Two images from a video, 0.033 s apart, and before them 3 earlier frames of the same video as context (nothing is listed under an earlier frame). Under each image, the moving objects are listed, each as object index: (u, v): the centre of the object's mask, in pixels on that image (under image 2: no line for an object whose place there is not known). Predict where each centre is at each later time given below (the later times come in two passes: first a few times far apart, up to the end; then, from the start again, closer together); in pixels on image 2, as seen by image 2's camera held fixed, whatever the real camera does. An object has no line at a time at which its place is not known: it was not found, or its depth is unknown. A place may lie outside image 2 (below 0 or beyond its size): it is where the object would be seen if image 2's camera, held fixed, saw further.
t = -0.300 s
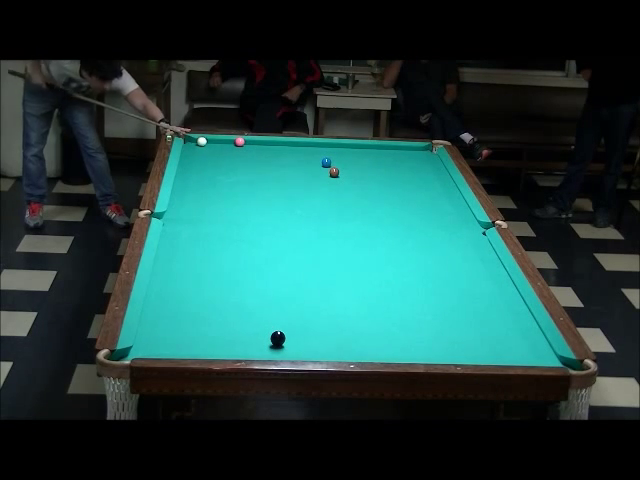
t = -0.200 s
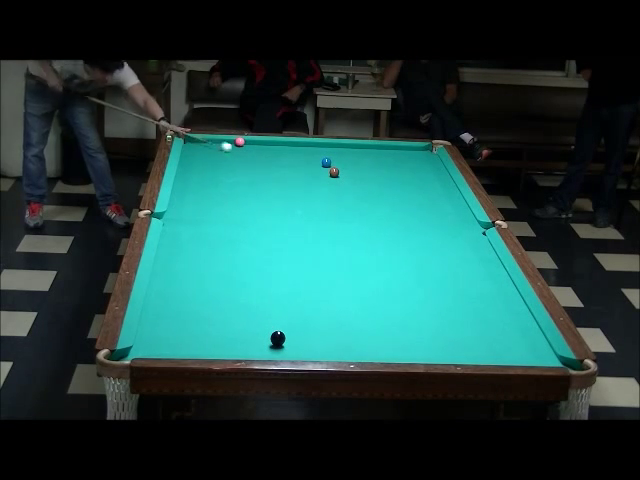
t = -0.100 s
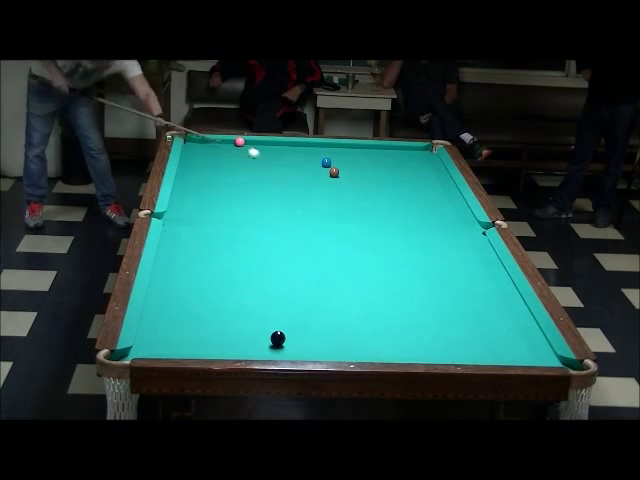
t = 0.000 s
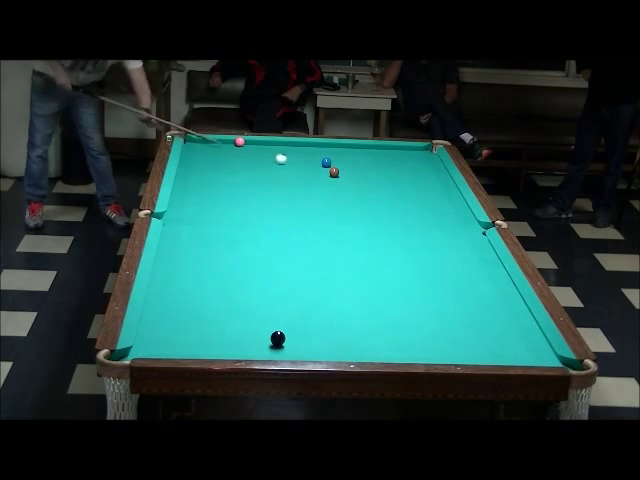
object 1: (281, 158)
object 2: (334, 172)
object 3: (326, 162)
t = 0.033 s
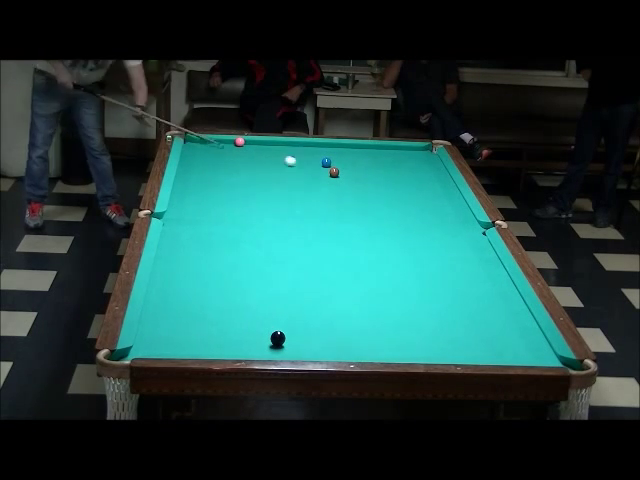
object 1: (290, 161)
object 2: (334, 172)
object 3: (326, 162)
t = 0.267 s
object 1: (341, 169)
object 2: (349, 179)
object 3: (326, 162)
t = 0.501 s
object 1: (377, 169)
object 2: (378, 192)
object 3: (326, 162)
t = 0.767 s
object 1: (415, 171)
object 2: (411, 207)
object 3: (326, 162)
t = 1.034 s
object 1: (438, 172)
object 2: (445, 222)
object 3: (326, 162)
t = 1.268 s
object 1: (415, 170)
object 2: (476, 236)
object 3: (326, 162)
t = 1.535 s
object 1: (391, 168)
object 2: (475, 248)
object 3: (326, 162)
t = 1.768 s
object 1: (371, 167)
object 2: (467, 257)
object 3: (326, 162)
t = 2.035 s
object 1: (351, 165)
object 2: (458, 268)
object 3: (326, 162)
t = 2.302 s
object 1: (333, 164)
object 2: (449, 278)
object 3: (325, 162)
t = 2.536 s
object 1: (324, 165)
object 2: (442, 288)
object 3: (319, 159)
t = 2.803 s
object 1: (316, 166)
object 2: (433, 298)
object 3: (315, 158)
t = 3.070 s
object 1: (309, 166)
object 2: (425, 308)
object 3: (312, 157)
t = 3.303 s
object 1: (304, 167)
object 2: (418, 316)
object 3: (309, 157)
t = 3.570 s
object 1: (300, 167)
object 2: (410, 325)
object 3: (309, 156)
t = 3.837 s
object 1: (298, 167)
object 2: (404, 334)
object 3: (308, 157)
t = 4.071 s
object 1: (297, 167)
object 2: (398, 341)
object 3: (308, 156)
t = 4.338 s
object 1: (297, 167)
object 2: (392, 348)
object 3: (308, 157)
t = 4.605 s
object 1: (297, 167)
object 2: (386, 352)
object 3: (308, 157)
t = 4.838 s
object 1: (297, 167)
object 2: (381, 354)
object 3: (308, 156)
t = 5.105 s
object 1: (297, 167)
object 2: (377, 352)
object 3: (308, 156)
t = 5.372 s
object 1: (297, 167)
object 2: (375, 351)
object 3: (308, 156)
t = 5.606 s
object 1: (297, 167)
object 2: (372, 351)
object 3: (308, 157)
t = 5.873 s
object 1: (297, 167)
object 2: (371, 351)
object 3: (308, 157)
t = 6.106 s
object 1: (297, 167)
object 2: (371, 351)
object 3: (308, 157)
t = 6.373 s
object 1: (297, 167)
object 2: (371, 351)
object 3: (308, 157)
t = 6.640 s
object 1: (297, 167)
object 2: (371, 351)
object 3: (308, 156)
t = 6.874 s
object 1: (297, 167)
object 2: (371, 351)
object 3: (308, 157)
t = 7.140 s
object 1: (297, 167)
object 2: (371, 351)
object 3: (308, 156)
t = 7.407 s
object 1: (297, 167)
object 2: (371, 351)
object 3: (308, 156)
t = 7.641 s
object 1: (297, 167)
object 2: (370, 351)
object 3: (308, 157)
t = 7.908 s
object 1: (297, 167)
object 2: (370, 351)
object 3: (308, 157)
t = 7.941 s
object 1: (297, 167)
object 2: (370, 351)
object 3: (308, 157)
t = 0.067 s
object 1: (299, 163)
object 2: (334, 172)
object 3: (326, 162)
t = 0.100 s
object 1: (309, 165)
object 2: (334, 172)
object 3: (326, 162)
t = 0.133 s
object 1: (318, 167)
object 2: (334, 172)
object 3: (326, 161)
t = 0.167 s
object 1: (326, 169)
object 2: (334, 172)
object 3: (326, 161)
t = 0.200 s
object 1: (332, 169)
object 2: (339, 174)
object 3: (326, 161)
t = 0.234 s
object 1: (336, 169)
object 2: (344, 177)
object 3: (326, 162)
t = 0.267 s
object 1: (341, 169)
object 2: (349, 179)
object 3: (326, 162)
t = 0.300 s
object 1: (346, 169)
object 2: (353, 181)
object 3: (326, 162)
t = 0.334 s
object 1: (351, 169)
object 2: (357, 183)
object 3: (326, 162)
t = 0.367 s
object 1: (356, 169)
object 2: (362, 185)
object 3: (326, 162)
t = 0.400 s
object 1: (361, 169)
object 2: (366, 187)
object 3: (326, 162)
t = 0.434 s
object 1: (367, 169)
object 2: (370, 188)
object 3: (326, 162)
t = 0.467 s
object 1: (372, 169)
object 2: (374, 190)
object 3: (326, 162)
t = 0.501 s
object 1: (377, 169)
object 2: (378, 192)
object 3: (326, 162)
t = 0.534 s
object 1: (381, 170)
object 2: (382, 193)
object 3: (326, 162)
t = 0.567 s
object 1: (386, 170)
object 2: (386, 196)
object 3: (326, 162)
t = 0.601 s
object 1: (391, 170)
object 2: (390, 198)
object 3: (326, 162)
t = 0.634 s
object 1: (396, 170)
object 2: (394, 200)
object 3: (326, 162)
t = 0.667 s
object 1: (401, 171)
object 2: (398, 201)
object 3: (326, 162)
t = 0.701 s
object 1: (406, 171)
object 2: (403, 203)
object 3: (326, 162)
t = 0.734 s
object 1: (410, 171)
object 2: (407, 205)
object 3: (326, 162)
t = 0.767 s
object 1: (415, 171)
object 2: (411, 207)
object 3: (326, 162)
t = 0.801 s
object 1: (420, 171)
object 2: (415, 209)
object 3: (326, 162)
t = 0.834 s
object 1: (424, 171)
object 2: (419, 211)
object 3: (326, 162)
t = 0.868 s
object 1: (429, 172)
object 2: (423, 212)
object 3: (326, 162)
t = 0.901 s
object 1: (434, 172)
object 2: (428, 214)
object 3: (326, 162)
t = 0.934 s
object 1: (438, 172)
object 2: (432, 216)
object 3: (326, 162)
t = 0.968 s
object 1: (443, 172)
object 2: (437, 219)
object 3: (326, 162)
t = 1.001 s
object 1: (441, 172)
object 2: (441, 221)
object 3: (326, 162)
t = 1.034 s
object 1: (438, 172)
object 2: (445, 222)
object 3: (326, 162)
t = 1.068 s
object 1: (434, 171)
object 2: (449, 224)
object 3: (326, 162)
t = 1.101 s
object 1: (431, 171)
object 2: (454, 226)
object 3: (326, 162)
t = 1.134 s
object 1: (428, 171)
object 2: (458, 228)
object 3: (326, 162)
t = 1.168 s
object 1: (425, 171)
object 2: (462, 230)
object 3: (326, 162)
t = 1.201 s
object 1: (422, 170)
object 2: (467, 232)
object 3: (326, 162)
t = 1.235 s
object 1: (419, 170)
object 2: (472, 234)
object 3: (326, 162)
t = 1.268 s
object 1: (415, 170)
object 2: (476, 236)
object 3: (326, 162)
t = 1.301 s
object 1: (412, 170)
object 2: (480, 238)
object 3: (326, 162)
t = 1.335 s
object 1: (409, 170)
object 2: (482, 239)
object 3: (326, 162)
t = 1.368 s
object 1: (406, 169)
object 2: (480, 240)
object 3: (326, 162)
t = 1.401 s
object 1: (403, 169)
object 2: (479, 242)
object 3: (326, 162)
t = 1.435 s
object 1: (400, 169)
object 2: (478, 244)
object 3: (326, 162)
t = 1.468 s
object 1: (397, 169)
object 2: (477, 245)
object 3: (326, 162)
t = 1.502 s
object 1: (394, 169)
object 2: (476, 246)
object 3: (326, 162)
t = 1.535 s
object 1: (391, 168)
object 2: (475, 248)
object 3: (326, 162)
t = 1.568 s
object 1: (388, 168)
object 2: (473, 249)
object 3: (326, 162)
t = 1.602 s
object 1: (385, 168)
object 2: (472, 250)
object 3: (326, 162)
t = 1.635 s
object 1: (383, 168)
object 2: (471, 252)
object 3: (326, 162)
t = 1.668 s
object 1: (380, 167)
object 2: (470, 253)
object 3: (326, 162)
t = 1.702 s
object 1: (377, 167)
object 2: (469, 254)
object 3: (326, 162)
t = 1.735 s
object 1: (374, 167)
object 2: (468, 256)
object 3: (326, 162)
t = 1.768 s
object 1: (371, 167)
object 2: (467, 257)
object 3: (326, 162)
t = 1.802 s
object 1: (369, 167)
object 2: (466, 258)
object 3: (326, 162)
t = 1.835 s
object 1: (366, 167)
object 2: (465, 260)
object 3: (326, 162)
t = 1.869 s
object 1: (364, 166)
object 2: (463, 261)
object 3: (326, 162)
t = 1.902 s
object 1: (361, 166)
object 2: (462, 262)
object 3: (326, 162)
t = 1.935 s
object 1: (358, 166)
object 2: (461, 264)
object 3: (326, 162)
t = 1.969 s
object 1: (356, 166)
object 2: (460, 265)
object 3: (326, 162)
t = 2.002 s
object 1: (353, 166)
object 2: (459, 266)
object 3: (326, 162)
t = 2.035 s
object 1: (351, 165)
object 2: (458, 268)
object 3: (326, 162)
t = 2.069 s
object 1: (348, 165)
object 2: (457, 269)
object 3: (326, 162)
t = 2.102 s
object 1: (346, 165)
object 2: (456, 270)
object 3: (326, 162)
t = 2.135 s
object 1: (344, 165)
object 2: (455, 272)
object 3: (326, 162)
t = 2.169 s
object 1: (341, 165)
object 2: (453, 273)
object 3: (326, 162)
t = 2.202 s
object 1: (339, 165)
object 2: (452, 275)
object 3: (326, 162)
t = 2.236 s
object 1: (337, 164)
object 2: (451, 276)
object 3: (326, 162)
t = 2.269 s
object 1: (334, 164)
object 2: (450, 277)
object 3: (325, 162)
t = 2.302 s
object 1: (333, 164)
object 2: (449, 278)
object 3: (325, 162)
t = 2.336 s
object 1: (331, 165)
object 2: (448, 280)
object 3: (324, 161)
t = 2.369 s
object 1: (330, 165)
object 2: (447, 281)
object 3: (323, 161)
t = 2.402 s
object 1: (328, 164)
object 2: (446, 283)
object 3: (322, 161)
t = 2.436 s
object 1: (328, 165)
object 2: (445, 284)
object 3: (321, 160)
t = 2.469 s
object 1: (326, 165)
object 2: (444, 285)
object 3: (320, 160)
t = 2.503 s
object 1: (325, 165)
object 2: (443, 286)
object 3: (320, 160)
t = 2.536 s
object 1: (324, 165)
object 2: (442, 288)
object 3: (319, 159)
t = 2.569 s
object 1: (323, 165)
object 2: (441, 289)
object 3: (318, 159)
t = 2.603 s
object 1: (322, 165)
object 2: (440, 290)
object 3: (318, 159)
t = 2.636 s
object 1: (320, 165)
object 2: (439, 291)
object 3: (317, 159)
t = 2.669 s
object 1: (320, 165)
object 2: (437, 293)
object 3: (317, 158)
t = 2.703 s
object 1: (319, 166)
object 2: (436, 294)
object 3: (316, 158)
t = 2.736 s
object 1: (318, 166)
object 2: (435, 295)
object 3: (316, 158)
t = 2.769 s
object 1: (317, 166)
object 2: (434, 297)
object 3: (315, 158)
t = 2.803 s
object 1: (316, 166)
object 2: (433, 298)
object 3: (315, 158)
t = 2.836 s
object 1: (315, 166)
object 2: (432, 299)
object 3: (314, 157)
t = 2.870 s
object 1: (314, 166)
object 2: (431, 301)
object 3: (314, 157)
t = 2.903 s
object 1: (313, 166)
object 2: (430, 302)
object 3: (314, 157)
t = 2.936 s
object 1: (312, 166)
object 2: (429, 303)
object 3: (313, 157)
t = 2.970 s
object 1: (311, 166)
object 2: (428, 304)
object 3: (313, 157)
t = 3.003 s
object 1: (310, 166)
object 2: (427, 305)
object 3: (312, 157)
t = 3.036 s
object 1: (310, 166)
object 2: (426, 306)
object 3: (312, 157)
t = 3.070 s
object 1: (309, 166)
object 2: (425, 308)
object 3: (312, 157)
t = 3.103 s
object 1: (308, 167)
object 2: (424, 309)
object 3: (311, 157)
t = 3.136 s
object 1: (307, 166)
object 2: (423, 310)
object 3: (311, 157)
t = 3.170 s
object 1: (307, 167)
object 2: (422, 311)
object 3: (310, 157)
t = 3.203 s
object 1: (306, 167)
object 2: (421, 313)
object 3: (310, 157)
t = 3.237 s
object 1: (305, 167)
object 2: (420, 314)
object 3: (310, 157)
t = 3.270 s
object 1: (305, 167)
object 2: (419, 315)
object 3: (310, 157)
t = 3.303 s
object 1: (304, 167)
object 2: (418, 316)
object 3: (309, 157)
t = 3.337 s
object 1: (303, 167)
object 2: (417, 317)
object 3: (309, 157)
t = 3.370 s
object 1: (303, 167)
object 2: (416, 318)
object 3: (309, 157)
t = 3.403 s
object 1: (302, 167)
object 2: (415, 320)
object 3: (309, 157)
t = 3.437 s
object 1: (302, 167)
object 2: (414, 321)
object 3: (309, 157)
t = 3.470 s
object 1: (301, 167)
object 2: (413, 322)
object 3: (309, 157)
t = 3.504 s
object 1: (301, 167)
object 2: (412, 323)
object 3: (309, 157)
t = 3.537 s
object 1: (300, 167)
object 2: (411, 324)
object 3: (309, 157)
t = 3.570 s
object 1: (300, 167)
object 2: (410, 325)
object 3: (309, 156)
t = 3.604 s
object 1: (300, 167)
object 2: (409, 327)
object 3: (308, 157)
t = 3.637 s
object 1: (299, 167)
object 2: (409, 327)
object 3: (308, 156)
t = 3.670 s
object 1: (299, 167)
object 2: (408, 329)
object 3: (308, 156)
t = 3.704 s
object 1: (299, 167)
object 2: (407, 330)
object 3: (308, 157)
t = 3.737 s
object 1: (298, 167)
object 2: (406, 331)
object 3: (308, 156)
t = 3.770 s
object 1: (298, 167)
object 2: (405, 332)
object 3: (308, 156)
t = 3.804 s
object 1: (298, 167)
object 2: (404, 333)
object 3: (308, 156)
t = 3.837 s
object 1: (298, 167)
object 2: (404, 334)
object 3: (308, 157)
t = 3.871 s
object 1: (298, 167)
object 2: (403, 335)
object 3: (308, 156)
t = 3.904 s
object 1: (298, 167)
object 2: (402, 336)
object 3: (308, 157)
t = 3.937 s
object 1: (297, 167)
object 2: (401, 337)
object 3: (308, 157)
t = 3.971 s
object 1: (297, 167)
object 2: (400, 338)
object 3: (308, 156)
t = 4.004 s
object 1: (297, 167)
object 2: (400, 339)
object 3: (308, 157)
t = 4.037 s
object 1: (297, 167)
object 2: (399, 340)
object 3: (308, 156)
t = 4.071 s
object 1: (297, 167)
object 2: (398, 341)
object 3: (308, 156)
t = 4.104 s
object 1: (297, 167)
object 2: (397, 342)
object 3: (308, 156)
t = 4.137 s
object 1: (297, 167)
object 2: (396, 343)
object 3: (308, 156)
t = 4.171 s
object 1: (297, 167)
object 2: (395, 344)
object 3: (308, 156)
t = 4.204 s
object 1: (297, 167)
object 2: (394, 344)
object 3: (308, 156)
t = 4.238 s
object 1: (297, 167)
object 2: (394, 345)
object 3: (308, 156)
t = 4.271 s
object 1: (297, 167)
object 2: (393, 346)
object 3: (308, 157)
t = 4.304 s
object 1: (297, 167)
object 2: (392, 347)
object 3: (308, 157)
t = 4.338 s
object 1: (297, 167)
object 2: (392, 348)
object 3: (308, 157)
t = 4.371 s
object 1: (297, 167)
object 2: (391, 348)
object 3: (308, 156)
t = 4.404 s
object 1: (297, 167)
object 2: (390, 349)
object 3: (308, 157)
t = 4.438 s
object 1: (297, 167)
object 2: (390, 349)
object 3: (308, 156)
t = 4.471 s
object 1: (297, 167)
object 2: (389, 350)
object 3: (308, 156)
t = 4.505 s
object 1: (297, 167)
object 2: (388, 351)
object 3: (308, 156)
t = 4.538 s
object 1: (297, 167)
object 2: (387, 351)
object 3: (308, 157)
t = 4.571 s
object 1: (297, 167)
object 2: (387, 351)
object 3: (308, 156)
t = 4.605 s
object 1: (297, 167)
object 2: (386, 352)
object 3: (308, 157)
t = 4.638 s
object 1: (297, 167)
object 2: (385, 352)
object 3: (308, 156)
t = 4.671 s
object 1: (297, 167)
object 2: (385, 352)
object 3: (308, 157)
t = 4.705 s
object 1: (297, 167)
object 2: (384, 353)
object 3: (308, 157)
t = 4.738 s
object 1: (297, 167)
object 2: (383, 353)
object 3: (308, 156)
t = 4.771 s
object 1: (297, 167)
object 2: (383, 353)
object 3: (308, 156)
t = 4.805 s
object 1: (297, 167)
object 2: (382, 354)
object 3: (308, 156)
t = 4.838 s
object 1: (297, 167)
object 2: (381, 354)
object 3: (308, 156)
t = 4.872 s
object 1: (297, 167)
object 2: (381, 354)
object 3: (308, 156)
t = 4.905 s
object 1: (297, 167)
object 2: (380, 354)
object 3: (308, 157)
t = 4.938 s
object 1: (297, 167)
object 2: (380, 353)
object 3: (308, 157)
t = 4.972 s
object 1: (297, 167)
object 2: (379, 353)
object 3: (308, 157)
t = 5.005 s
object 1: (297, 167)
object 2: (379, 353)
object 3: (308, 156)
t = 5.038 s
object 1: (297, 167)
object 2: (378, 353)
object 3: (308, 156)
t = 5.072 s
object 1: (297, 167)
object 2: (378, 353)
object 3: (308, 157)
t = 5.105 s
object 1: (297, 167)
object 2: (377, 352)
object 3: (308, 156)
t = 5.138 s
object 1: (297, 167)
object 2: (377, 352)
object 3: (308, 156)
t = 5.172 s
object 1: (297, 167)
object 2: (377, 352)
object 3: (308, 156)
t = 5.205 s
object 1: (297, 167)
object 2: (376, 352)
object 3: (308, 157)
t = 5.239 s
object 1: (297, 167)
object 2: (376, 352)
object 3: (308, 156)
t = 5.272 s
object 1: (297, 167)
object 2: (376, 352)
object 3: (308, 157)
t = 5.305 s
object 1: (297, 167)
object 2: (375, 352)
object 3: (308, 157)
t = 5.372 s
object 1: (297, 167)
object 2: (375, 351)
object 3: (308, 156)
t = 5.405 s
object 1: (297, 167)
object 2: (374, 351)
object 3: (308, 156)
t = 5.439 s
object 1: (297, 167)
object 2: (374, 351)
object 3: (308, 156)
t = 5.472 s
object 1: (297, 167)
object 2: (374, 351)
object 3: (308, 157)
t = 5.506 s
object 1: (297, 167)
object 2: (374, 351)
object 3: (308, 157)
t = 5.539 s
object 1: (297, 167)
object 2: (373, 351)
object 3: (308, 156)
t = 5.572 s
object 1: (297, 167)
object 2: (373, 351)
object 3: (308, 156)
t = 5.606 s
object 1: (297, 167)
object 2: (372, 351)
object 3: (308, 157)
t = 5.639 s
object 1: (297, 167)
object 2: (372, 351)
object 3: (308, 156)
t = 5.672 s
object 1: (297, 167)
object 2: (372, 351)
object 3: (308, 156)
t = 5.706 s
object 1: (297, 167)
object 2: (372, 351)
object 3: (308, 157)
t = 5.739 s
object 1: (297, 167)
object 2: (371, 351)
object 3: (308, 157)
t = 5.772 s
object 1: (297, 167)
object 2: (371, 351)
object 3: (308, 156)
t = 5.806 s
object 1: (297, 167)
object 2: (371, 351)
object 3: (308, 157)
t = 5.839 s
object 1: (297, 167)
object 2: (371, 351)
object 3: (308, 156)
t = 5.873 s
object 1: (297, 167)
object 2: (371, 351)
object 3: (308, 157)
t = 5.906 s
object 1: (297, 167)
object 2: (371, 351)
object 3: (308, 156)
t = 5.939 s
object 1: (297, 167)
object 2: (371, 351)
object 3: (308, 156)
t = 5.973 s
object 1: (297, 167)
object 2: (371, 351)
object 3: (308, 156)
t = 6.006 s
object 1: (297, 167)
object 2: (371, 351)
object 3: (308, 157)
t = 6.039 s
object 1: (297, 167)
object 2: (371, 351)
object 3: (308, 157)
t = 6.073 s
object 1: (297, 167)
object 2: (371, 351)
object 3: (308, 157)
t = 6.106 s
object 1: (297, 167)
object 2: (371, 351)
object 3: (308, 157)
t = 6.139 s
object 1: (297, 167)
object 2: (371, 351)
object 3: (308, 157)
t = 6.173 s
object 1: (297, 167)
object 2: (371, 351)
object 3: (308, 157)
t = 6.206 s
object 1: (297, 167)
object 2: (371, 351)
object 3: (308, 156)
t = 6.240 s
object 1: (297, 167)
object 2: (371, 351)
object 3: (308, 157)
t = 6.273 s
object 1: (297, 167)
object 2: (371, 351)
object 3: (308, 156)
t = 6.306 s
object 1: (297, 167)
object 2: (371, 351)
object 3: (308, 156)
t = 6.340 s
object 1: (297, 167)
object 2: (371, 351)
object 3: (308, 157)
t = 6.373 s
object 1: (297, 167)
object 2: (371, 351)
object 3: (308, 157)
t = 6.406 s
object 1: (297, 167)
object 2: (371, 351)
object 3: (308, 156)
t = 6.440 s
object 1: (297, 167)
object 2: (371, 351)
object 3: (308, 157)
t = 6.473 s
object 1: (297, 167)
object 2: (371, 351)
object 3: (308, 156)
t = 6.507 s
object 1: (297, 167)
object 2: (371, 351)
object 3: (308, 156)
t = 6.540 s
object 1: (297, 167)
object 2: (371, 351)
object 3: (308, 157)
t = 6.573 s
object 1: (297, 167)
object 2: (371, 351)
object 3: (308, 157)
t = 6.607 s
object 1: (297, 167)
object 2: (371, 351)
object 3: (308, 157)
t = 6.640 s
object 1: (297, 167)
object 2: (371, 351)
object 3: (308, 156)
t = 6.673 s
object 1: (297, 167)
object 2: (371, 351)
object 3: (308, 157)
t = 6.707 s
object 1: (297, 167)
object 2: (371, 351)
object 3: (308, 157)
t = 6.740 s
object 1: (297, 167)
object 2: (371, 351)
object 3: (308, 157)
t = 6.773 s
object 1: (297, 167)
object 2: (371, 351)
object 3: (308, 157)
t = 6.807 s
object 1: (297, 167)
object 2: (371, 351)
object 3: (308, 157)
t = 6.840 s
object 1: (297, 167)
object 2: (371, 351)
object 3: (308, 156)
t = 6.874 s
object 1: (297, 167)
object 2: (371, 351)
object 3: (308, 157)
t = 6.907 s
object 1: (297, 167)
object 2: (371, 351)
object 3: (308, 156)
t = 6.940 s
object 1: (297, 167)
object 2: (371, 351)
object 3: (308, 157)
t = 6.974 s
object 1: (297, 167)
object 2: (371, 351)
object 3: (308, 157)
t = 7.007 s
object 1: (297, 167)
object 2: (371, 351)
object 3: (308, 156)
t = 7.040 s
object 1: (297, 167)
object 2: (371, 351)
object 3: (308, 157)
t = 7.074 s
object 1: (297, 167)
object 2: (371, 351)
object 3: (308, 156)
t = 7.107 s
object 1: (297, 167)
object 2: (371, 351)
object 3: (308, 157)
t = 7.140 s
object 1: (297, 167)
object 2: (371, 351)
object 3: (308, 156)
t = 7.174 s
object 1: (297, 167)
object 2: (371, 351)
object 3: (308, 157)
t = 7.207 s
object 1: (297, 167)
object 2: (371, 351)
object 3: (308, 156)
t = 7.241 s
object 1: (297, 167)
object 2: (371, 351)
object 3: (308, 157)
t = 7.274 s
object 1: (297, 167)
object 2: (371, 351)
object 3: (308, 157)
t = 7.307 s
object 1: (297, 167)
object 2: (370, 351)
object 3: (308, 156)
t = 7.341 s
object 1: (297, 167)
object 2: (370, 351)
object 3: (308, 157)
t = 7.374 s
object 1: (297, 167)
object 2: (370, 351)
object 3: (308, 156)
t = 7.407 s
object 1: (297, 167)
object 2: (371, 351)
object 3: (308, 156)
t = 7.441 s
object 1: (297, 167)
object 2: (370, 351)
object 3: (308, 157)
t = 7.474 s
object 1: (297, 167)
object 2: (370, 351)
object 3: (308, 157)
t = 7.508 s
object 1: (297, 167)
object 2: (370, 351)
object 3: (308, 157)
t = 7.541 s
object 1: (297, 167)
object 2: (370, 351)
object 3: (308, 157)
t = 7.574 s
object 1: (297, 167)
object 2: (370, 351)
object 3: (308, 157)
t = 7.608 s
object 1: (297, 167)
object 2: (370, 351)
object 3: (308, 156)
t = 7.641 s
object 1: (297, 167)
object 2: (370, 351)
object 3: (308, 157)
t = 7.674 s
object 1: (297, 167)
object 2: (370, 351)
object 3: (308, 156)
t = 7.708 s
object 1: (297, 167)
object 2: (370, 351)
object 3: (308, 156)
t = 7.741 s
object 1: (297, 167)
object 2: (370, 351)
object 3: (308, 157)
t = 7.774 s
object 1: (297, 167)
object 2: (370, 351)
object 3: (308, 157)
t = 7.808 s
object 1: (297, 167)
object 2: (370, 351)
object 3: (308, 156)
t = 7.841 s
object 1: (297, 167)
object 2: (370, 351)
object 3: (308, 157)
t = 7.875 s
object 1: (297, 167)
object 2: (370, 351)
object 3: (308, 157)
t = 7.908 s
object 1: (297, 167)
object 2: (370, 351)
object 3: (308, 157)
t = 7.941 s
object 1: (297, 167)
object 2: (370, 351)
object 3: (308, 157)
